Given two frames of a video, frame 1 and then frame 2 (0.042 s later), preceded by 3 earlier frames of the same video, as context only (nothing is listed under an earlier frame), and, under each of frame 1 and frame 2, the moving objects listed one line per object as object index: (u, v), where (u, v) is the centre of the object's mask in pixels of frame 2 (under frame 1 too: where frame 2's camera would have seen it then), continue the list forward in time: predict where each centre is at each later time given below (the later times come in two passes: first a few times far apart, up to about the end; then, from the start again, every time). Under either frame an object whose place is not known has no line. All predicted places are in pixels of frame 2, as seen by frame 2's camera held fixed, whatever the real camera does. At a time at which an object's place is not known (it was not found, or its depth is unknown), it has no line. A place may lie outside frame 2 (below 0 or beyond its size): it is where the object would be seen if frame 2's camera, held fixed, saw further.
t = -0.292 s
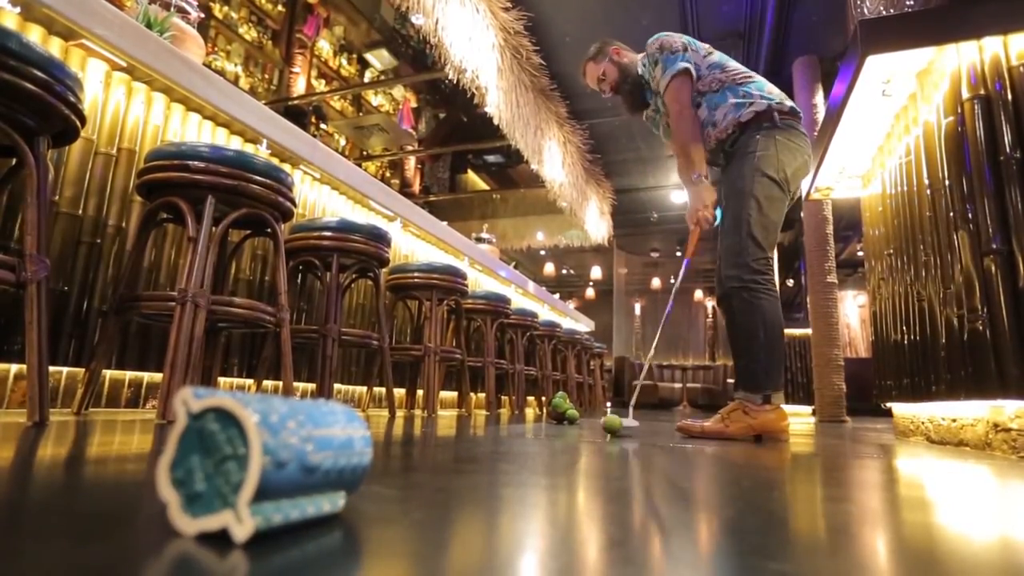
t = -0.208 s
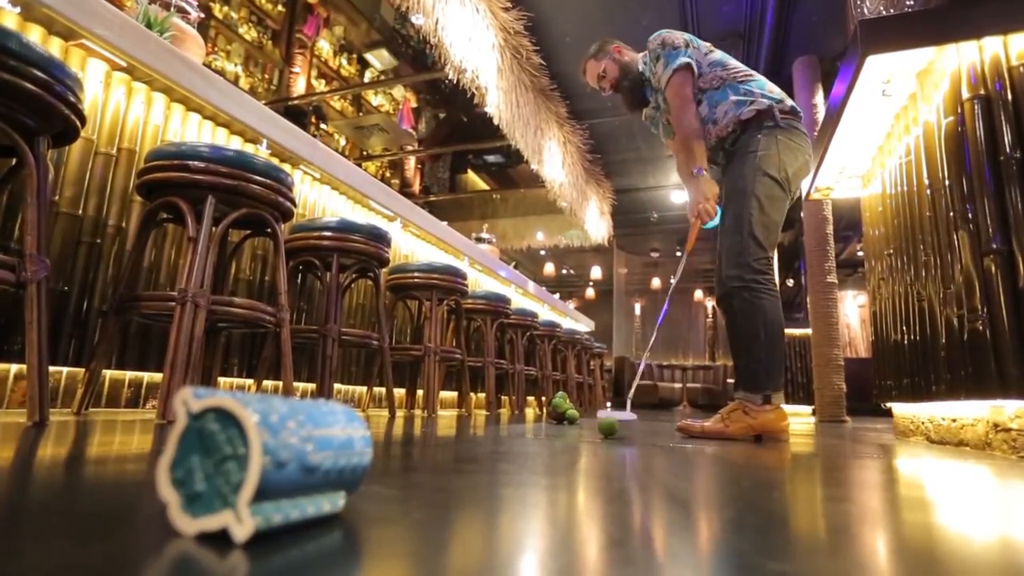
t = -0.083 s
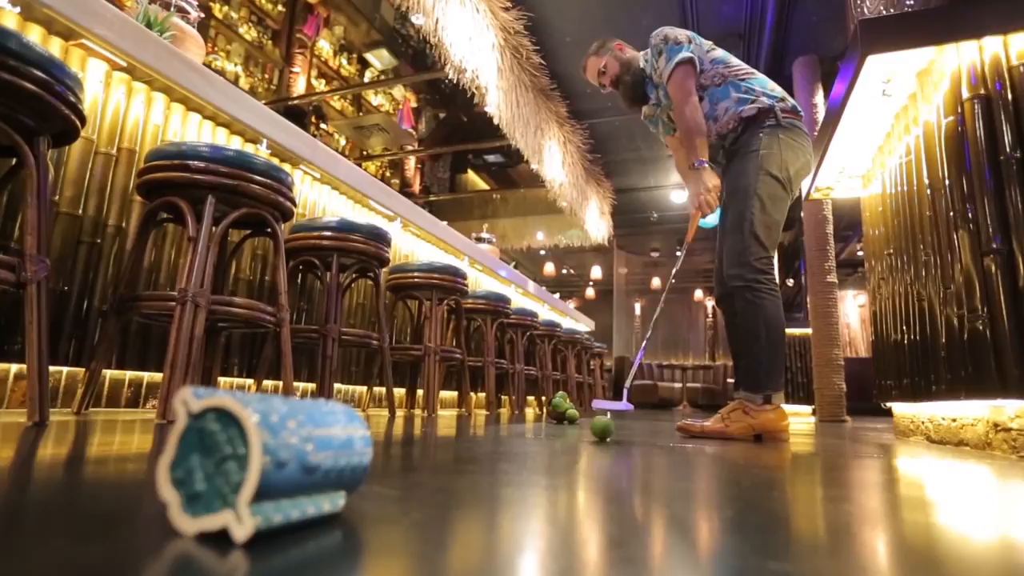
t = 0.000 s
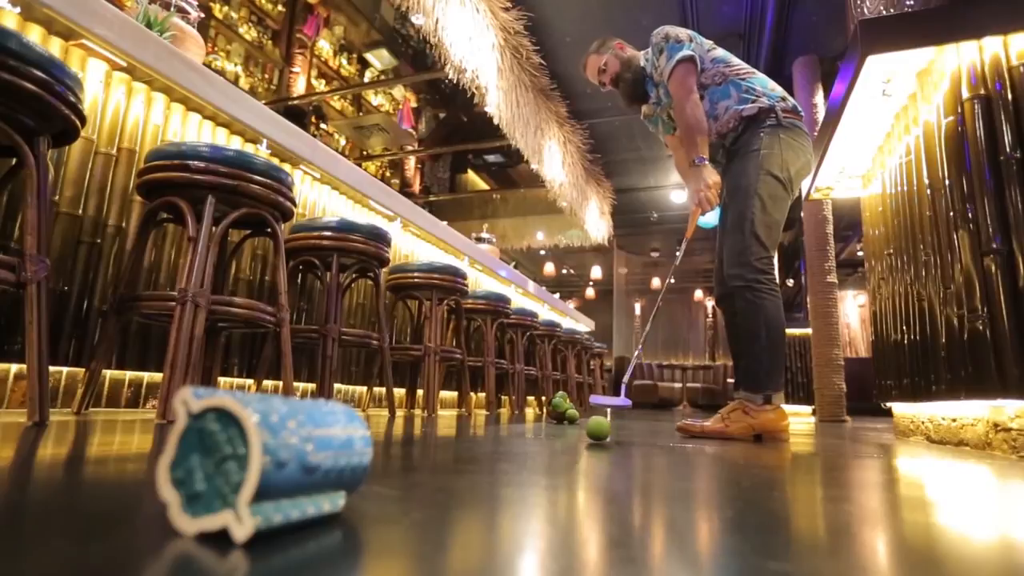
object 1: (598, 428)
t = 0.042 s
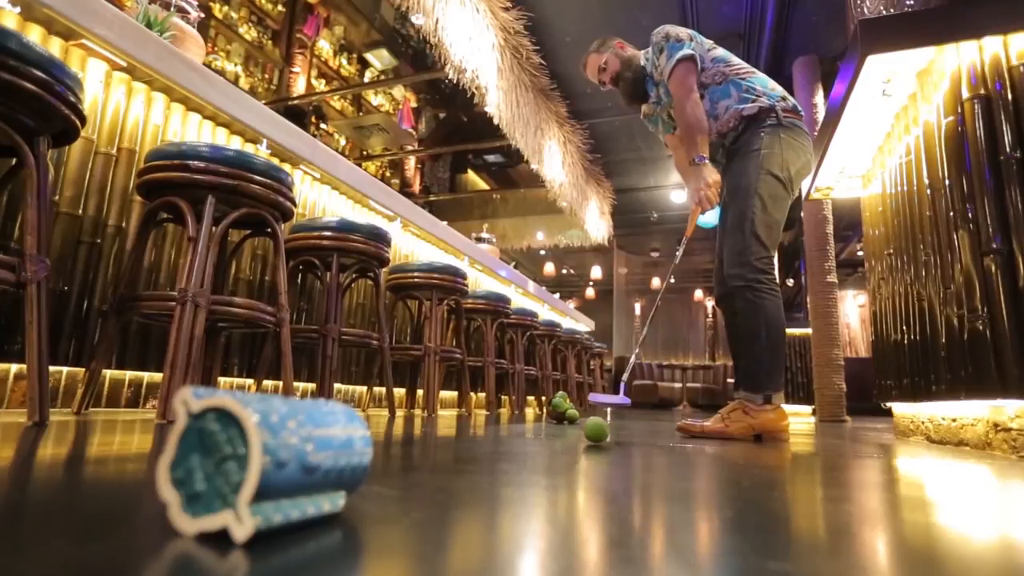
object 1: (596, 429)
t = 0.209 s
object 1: (588, 435)
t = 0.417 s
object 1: (581, 445)
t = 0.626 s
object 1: (582, 458)
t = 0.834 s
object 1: (600, 490)
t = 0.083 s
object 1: (594, 430)
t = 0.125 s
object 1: (592, 432)
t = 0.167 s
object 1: (591, 432)
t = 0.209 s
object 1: (588, 435)
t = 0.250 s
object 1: (586, 436)
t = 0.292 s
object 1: (585, 438)
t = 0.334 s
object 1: (583, 441)
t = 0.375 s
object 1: (582, 443)
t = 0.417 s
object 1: (581, 445)
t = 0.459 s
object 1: (580, 448)
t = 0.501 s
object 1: (580, 450)
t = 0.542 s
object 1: (580, 453)
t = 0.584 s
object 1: (581, 456)
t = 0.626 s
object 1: (582, 458)
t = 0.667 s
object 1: (584, 464)
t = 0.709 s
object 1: (587, 470)
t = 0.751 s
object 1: (590, 476)
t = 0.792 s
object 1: (594, 482)
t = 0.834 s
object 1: (600, 490)
